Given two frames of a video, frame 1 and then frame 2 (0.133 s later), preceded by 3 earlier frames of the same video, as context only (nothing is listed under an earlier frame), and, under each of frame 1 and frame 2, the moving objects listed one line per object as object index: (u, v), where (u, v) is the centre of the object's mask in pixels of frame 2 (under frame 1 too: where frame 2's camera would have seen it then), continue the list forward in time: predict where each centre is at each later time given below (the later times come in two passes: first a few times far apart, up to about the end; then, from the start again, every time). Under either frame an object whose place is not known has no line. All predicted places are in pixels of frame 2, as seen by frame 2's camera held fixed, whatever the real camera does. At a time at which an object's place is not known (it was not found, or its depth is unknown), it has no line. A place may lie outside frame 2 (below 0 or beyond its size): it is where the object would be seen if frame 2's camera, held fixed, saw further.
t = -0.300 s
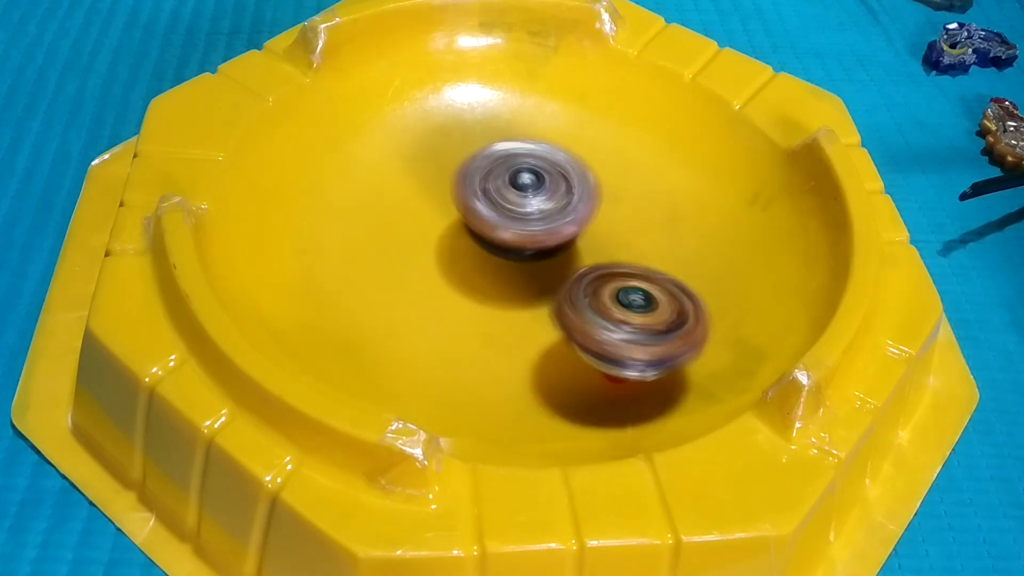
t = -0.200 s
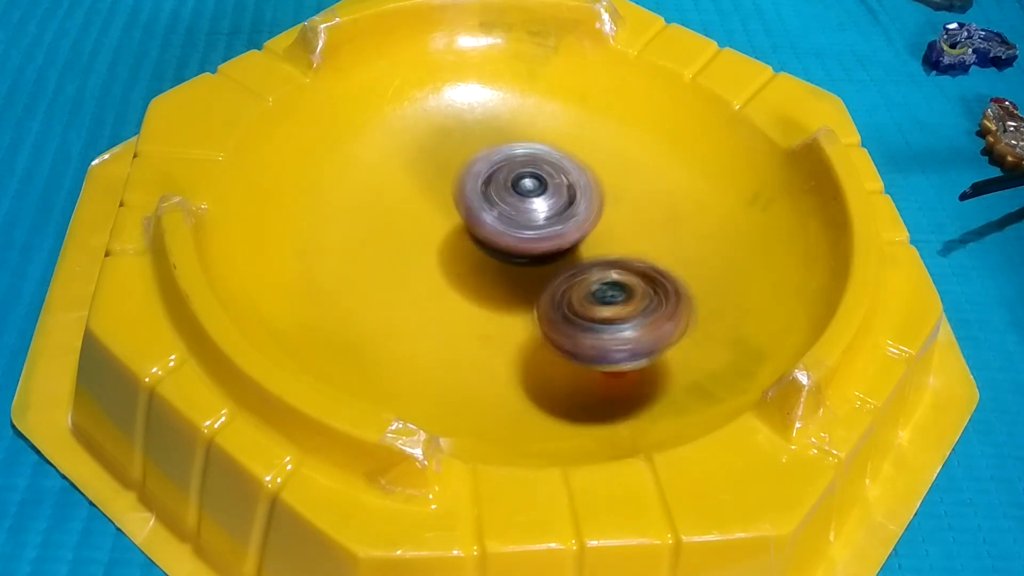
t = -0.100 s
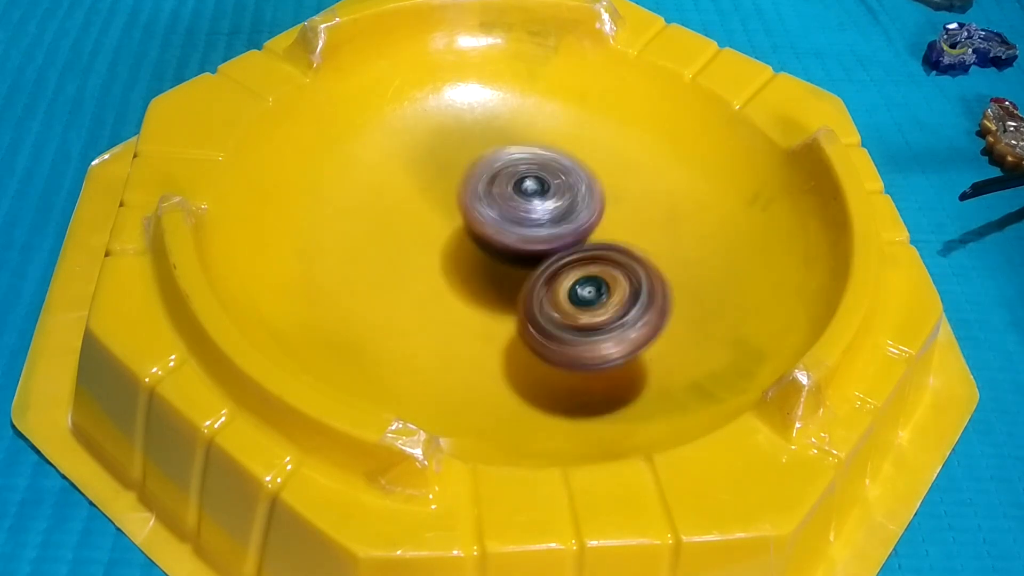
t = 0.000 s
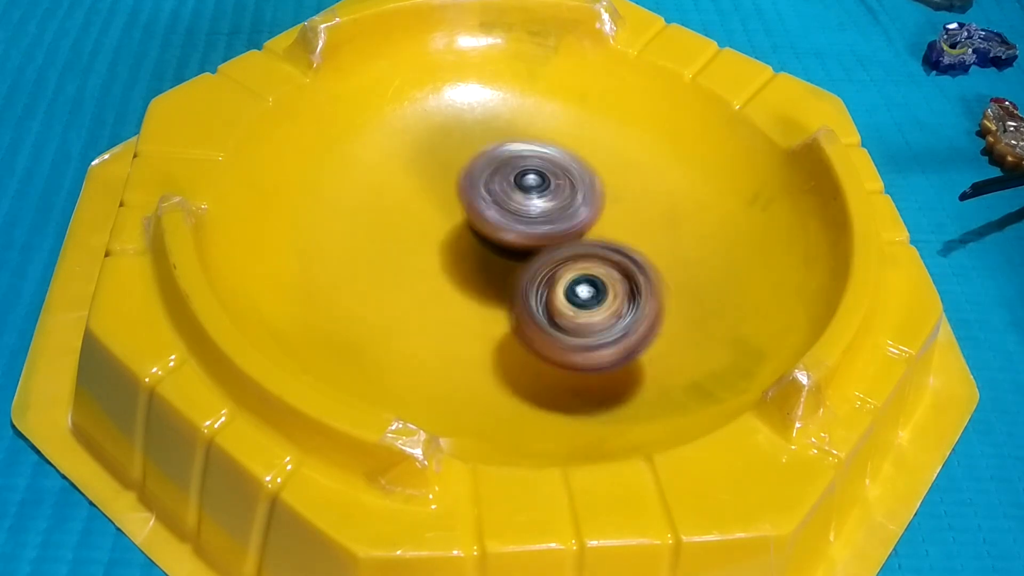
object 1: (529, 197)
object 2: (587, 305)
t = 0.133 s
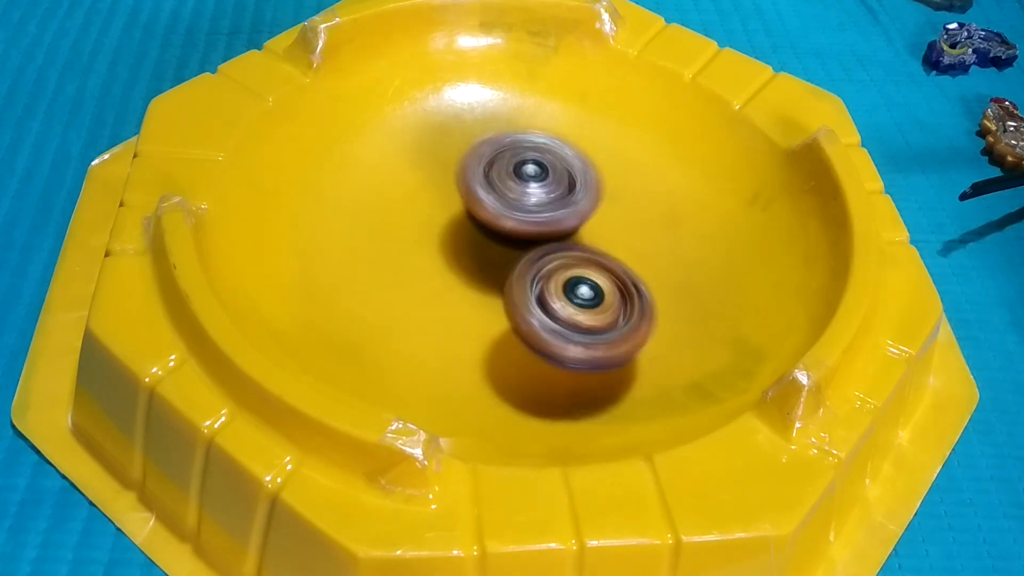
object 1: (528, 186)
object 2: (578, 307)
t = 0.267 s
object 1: (534, 185)
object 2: (571, 298)
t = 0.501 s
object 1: (540, 179)
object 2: (569, 290)
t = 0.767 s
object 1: (551, 154)
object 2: (568, 319)
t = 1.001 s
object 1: (559, 169)
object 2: (571, 277)
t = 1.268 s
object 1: (565, 168)
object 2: (537, 293)
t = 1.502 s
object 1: (565, 179)
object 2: (542, 303)
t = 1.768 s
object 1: (558, 172)
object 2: (551, 283)
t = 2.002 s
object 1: (557, 171)
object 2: (545, 283)
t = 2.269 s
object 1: (567, 172)
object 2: (575, 310)
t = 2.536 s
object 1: (548, 167)
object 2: (598, 293)
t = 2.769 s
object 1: (543, 162)
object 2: (577, 278)
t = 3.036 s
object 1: (537, 168)
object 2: (561, 272)
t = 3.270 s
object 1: (519, 163)
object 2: (592, 278)
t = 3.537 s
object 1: (512, 165)
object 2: (595, 256)
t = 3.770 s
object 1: (515, 172)
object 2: (585, 290)
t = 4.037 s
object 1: (503, 184)
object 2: (594, 272)
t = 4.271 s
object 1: (508, 168)
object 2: (640, 293)
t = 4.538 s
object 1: (530, 190)
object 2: (628, 264)
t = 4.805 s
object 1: (533, 189)
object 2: (599, 309)
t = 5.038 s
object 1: (530, 193)
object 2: (611, 299)
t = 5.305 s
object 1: (512, 193)
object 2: (621, 289)
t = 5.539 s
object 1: (515, 188)
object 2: (598, 288)
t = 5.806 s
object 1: (541, 186)
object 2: (567, 296)
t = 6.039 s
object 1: (569, 194)
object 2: (609, 304)
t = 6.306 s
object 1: (557, 184)
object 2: (629, 279)
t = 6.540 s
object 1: (552, 181)
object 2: (631, 253)
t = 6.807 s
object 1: (547, 180)
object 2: (629, 253)
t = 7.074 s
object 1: (548, 180)
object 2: (629, 253)
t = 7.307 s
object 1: (548, 180)
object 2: (629, 253)
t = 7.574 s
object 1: (548, 180)
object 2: (629, 253)
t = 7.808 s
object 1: (548, 180)
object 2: (629, 253)
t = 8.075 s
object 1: (548, 180)
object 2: (629, 253)
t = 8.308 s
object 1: (548, 180)
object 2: (629, 253)
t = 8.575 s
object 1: (548, 180)
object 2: (629, 253)
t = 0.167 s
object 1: (528, 186)
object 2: (579, 307)
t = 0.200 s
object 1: (530, 185)
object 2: (579, 306)
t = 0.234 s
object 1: (532, 185)
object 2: (577, 304)
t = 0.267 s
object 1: (534, 185)
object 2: (571, 298)
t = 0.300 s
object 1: (535, 185)
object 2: (569, 297)
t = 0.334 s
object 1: (537, 185)
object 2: (567, 294)
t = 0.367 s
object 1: (537, 183)
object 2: (569, 296)
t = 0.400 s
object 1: (536, 181)
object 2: (571, 296)
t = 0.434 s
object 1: (538, 180)
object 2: (574, 294)
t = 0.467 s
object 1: (539, 179)
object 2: (572, 291)
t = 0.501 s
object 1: (540, 179)
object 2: (569, 290)
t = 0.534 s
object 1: (542, 177)
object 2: (564, 288)
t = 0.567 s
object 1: (545, 171)
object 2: (567, 298)
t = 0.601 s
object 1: (545, 165)
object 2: (567, 301)
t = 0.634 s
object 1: (545, 160)
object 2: (569, 310)
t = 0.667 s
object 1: (547, 155)
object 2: (567, 315)
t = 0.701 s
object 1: (548, 154)
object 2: (568, 318)
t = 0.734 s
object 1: (549, 153)
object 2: (567, 319)
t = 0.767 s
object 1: (551, 154)
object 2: (568, 319)
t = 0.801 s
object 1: (554, 155)
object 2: (568, 313)
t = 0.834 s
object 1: (555, 156)
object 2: (568, 310)
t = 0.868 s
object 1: (557, 159)
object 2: (570, 303)
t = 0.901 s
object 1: (558, 162)
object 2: (573, 297)
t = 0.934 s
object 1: (559, 164)
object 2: (574, 293)
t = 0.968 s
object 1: (559, 168)
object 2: (574, 281)
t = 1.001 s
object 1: (559, 169)
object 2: (571, 277)
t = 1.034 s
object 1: (558, 169)
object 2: (569, 277)
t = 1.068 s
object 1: (559, 167)
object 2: (564, 278)
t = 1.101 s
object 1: (559, 166)
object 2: (562, 278)
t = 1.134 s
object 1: (559, 166)
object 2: (560, 276)
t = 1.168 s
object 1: (559, 166)
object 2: (557, 275)
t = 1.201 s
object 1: (561, 167)
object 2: (552, 281)
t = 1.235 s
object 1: (563, 167)
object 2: (549, 284)
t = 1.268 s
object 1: (565, 168)
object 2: (537, 293)
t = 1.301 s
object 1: (566, 169)
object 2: (534, 299)
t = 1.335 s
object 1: (567, 170)
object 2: (533, 302)
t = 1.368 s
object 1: (567, 172)
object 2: (533, 307)
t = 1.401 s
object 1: (567, 173)
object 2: (534, 308)
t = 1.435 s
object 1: (567, 174)
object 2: (535, 308)
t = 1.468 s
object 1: (566, 176)
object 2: (538, 307)
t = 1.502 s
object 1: (565, 179)
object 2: (542, 303)
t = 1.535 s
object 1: (564, 181)
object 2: (544, 301)
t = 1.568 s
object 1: (561, 183)
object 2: (548, 294)
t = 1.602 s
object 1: (558, 184)
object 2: (554, 288)
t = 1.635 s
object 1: (558, 183)
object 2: (555, 287)
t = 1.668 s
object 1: (556, 179)
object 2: (555, 286)
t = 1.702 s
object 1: (558, 174)
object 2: (555, 285)
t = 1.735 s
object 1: (560, 174)
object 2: (555, 283)
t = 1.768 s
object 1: (558, 172)
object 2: (551, 283)
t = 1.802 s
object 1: (556, 172)
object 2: (548, 284)
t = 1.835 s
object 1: (553, 171)
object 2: (546, 282)
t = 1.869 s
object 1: (555, 170)
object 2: (543, 281)
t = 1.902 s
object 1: (555, 171)
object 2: (543, 281)
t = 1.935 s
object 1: (555, 170)
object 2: (544, 281)
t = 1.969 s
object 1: (556, 171)
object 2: (545, 279)
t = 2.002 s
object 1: (557, 171)
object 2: (545, 283)
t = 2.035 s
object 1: (562, 167)
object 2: (542, 294)
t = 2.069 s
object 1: (563, 164)
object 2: (544, 302)
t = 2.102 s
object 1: (566, 162)
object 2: (546, 308)
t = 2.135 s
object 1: (569, 163)
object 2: (551, 313)
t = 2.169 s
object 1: (569, 165)
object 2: (557, 315)
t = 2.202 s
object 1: (570, 167)
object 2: (564, 316)
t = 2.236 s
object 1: (569, 172)
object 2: (568, 314)
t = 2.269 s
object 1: (567, 172)
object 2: (575, 310)
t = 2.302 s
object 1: (568, 175)
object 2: (578, 306)
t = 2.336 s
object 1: (566, 178)
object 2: (582, 298)
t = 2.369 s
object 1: (564, 180)
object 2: (585, 291)
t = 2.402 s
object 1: (560, 180)
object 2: (588, 282)
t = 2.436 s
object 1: (556, 179)
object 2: (588, 282)
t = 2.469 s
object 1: (554, 174)
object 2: (592, 288)
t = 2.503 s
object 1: (548, 170)
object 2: (595, 292)
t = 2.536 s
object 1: (548, 167)
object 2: (598, 293)
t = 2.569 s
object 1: (547, 165)
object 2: (602, 292)
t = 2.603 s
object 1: (547, 164)
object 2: (603, 290)
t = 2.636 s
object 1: (546, 165)
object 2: (601, 288)
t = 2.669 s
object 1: (544, 164)
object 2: (595, 285)
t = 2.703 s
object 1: (544, 161)
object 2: (588, 282)
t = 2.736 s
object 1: (543, 161)
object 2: (582, 278)
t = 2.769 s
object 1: (543, 162)
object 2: (577, 278)
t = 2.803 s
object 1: (544, 161)
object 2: (573, 276)
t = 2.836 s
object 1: (544, 163)
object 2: (570, 274)
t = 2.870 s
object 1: (543, 163)
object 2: (566, 272)
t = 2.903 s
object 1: (543, 165)
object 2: (563, 273)
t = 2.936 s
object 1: (541, 165)
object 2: (561, 274)
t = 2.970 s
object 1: (540, 165)
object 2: (562, 275)
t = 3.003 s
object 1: (540, 167)
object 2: (561, 273)
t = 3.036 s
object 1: (537, 168)
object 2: (561, 272)
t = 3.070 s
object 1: (536, 168)
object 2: (561, 272)
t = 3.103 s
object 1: (533, 169)
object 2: (561, 270)
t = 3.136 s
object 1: (528, 167)
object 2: (565, 272)
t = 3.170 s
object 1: (524, 167)
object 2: (571, 276)
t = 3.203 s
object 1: (520, 166)
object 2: (580, 279)
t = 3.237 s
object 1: (519, 163)
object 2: (587, 280)
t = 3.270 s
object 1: (519, 163)
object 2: (592, 278)
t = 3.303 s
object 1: (517, 163)
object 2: (599, 274)
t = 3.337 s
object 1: (519, 163)
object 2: (602, 272)
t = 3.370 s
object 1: (518, 164)
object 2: (601, 268)
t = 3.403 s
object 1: (516, 164)
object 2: (603, 264)
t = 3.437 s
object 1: (517, 167)
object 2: (602, 259)
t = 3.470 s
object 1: (514, 166)
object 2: (599, 258)
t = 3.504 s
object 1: (512, 164)
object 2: (598, 257)
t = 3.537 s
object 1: (512, 165)
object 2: (595, 256)
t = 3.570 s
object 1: (511, 165)
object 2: (593, 257)
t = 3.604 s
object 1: (515, 162)
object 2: (595, 265)
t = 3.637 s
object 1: (518, 164)
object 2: (593, 272)
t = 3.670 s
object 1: (519, 166)
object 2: (587, 278)
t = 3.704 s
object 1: (522, 166)
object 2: (585, 282)
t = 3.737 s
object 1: (519, 169)
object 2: (584, 288)
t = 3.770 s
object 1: (515, 172)
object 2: (585, 290)
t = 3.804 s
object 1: (514, 174)
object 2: (587, 290)
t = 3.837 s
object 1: (515, 176)
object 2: (589, 290)
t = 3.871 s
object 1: (513, 179)
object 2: (591, 287)
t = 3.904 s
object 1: (513, 181)
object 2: (591, 283)
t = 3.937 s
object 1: (511, 183)
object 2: (592, 279)
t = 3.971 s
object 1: (508, 185)
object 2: (589, 276)
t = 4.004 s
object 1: (507, 185)
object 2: (587, 273)
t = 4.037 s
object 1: (503, 184)
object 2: (594, 272)
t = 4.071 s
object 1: (501, 181)
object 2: (598, 270)
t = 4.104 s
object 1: (504, 181)
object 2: (598, 268)
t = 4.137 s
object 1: (506, 182)
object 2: (597, 267)
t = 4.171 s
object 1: (504, 177)
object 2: (612, 278)
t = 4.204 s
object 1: (506, 174)
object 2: (624, 290)
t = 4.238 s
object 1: (506, 171)
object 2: (633, 292)
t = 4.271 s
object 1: (508, 168)
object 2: (640, 293)
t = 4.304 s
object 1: (514, 167)
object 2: (645, 291)
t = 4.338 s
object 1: (518, 170)
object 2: (649, 287)
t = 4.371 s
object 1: (519, 169)
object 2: (648, 282)
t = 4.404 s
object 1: (527, 170)
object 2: (647, 278)
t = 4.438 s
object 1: (530, 177)
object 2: (645, 274)
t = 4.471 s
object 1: (531, 182)
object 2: (641, 269)
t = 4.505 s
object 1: (532, 186)
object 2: (633, 263)
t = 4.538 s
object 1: (530, 190)
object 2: (628, 264)
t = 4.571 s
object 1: (527, 192)
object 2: (626, 271)
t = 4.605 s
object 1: (525, 188)
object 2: (619, 283)
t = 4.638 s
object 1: (524, 188)
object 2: (614, 292)
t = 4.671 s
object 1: (523, 187)
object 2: (608, 298)
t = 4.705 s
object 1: (524, 188)
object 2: (604, 303)
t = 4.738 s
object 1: (528, 184)
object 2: (601, 307)
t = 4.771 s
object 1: (532, 188)
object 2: (599, 309)
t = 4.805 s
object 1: (533, 189)
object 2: (599, 309)
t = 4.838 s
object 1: (534, 192)
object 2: (598, 307)
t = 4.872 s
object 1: (534, 192)
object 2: (597, 302)
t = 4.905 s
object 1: (533, 196)
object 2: (595, 297)
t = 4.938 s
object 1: (530, 197)
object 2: (593, 292)
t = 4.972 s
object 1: (527, 195)
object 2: (599, 295)
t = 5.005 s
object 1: (527, 193)
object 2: (605, 298)
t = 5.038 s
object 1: (530, 193)
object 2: (611, 299)
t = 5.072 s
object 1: (530, 196)
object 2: (617, 296)
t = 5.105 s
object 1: (529, 199)
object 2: (619, 294)
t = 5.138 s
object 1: (528, 199)
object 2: (617, 290)
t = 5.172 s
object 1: (528, 200)
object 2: (612, 285)
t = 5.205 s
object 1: (526, 203)
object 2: (606, 279)
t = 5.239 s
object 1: (524, 202)
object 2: (607, 279)
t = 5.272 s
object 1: (518, 197)
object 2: (614, 285)
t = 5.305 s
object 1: (512, 193)
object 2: (621, 289)
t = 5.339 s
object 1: (507, 190)
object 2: (629, 292)
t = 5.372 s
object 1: (505, 188)
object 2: (630, 292)
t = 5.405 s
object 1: (504, 187)
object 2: (625, 291)
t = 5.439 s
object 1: (506, 187)
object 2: (618, 289)
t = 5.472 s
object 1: (508, 187)
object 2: (607, 288)
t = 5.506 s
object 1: (512, 187)
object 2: (601, 288)
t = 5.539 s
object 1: (515, 188)
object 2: (598, 288)
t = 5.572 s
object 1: (515, 187)
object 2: (594, 286)
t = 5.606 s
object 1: (517, 188)
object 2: (588, 283)
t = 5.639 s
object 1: (517, 187)
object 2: (580, 278)
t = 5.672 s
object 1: (517, 187)
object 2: (574, 279)
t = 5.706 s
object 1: (521, 184)
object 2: (569, 286)
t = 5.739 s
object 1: (526, 183)
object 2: (569, 290)
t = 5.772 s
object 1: (534, 184)
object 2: (569, 293)
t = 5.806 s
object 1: (541, 186)
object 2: (567, 296)
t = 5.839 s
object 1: (548, 189)
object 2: (570, 302)
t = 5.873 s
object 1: (555, 192)
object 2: (576, 307)
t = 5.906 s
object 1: (560, 194)
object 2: (582, 309)
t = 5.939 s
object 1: (565, 196)
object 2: (589, 310)
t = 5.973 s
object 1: (569, 198)
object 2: (593, 308)
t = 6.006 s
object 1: (570, 196)
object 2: (602, 306)
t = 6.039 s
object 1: (569, 194)
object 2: (609, 304)
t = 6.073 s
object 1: (570, 194)
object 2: (614, 296)
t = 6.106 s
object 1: (568, 193)
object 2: (620, 296)
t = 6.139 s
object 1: (568, 190)
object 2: (629, 297)
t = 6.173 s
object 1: (566, 188)
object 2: (631, 296)
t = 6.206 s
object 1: (565, 187)
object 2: (630, 293)
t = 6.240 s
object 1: (563, 187)
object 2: (630, 288)
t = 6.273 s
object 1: (560, 185)
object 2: (628, 282)
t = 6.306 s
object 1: (557, 184)
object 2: (629, 279)
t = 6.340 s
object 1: (553, 182)
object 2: (627, 275)
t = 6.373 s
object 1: (549, 181)
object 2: (625, 272)
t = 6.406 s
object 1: (548, 179)
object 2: (623, 267)
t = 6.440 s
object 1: (548, 179)
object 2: (623, 263)
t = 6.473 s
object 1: (549, 180)
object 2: (625, 258)
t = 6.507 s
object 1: (550, 180)
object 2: (629, 255)
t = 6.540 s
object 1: (552, 181)
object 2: (631, 253)
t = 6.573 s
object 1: (552, 181)
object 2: (633, 252)
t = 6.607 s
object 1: (551, 181)
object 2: (633, 252)
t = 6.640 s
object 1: (550, 181)
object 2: (633, 252)
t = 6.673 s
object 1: (549, 180)
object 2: (632, 252)
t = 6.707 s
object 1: (547, 180)
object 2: (630, 252)
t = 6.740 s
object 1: (546, 179)
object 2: (629, 253)
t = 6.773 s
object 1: (546, 179)
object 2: (629, 253)
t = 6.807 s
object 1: (547, 180)
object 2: (629, 253)
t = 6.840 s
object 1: (548, 180)
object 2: (629, 253)
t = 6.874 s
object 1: (548, 180)
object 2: (629, 253)
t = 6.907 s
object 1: (547, 180)
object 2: (629, 253)
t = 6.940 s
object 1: (547, 180)
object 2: (629, 253)
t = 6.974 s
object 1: (547, 180)
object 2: (629, 253)
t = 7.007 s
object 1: (548, 180)
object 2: (629, 253)
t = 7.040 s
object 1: (548, 180)
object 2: (629, 253)
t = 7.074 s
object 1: (548, 180)
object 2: (629, 253)
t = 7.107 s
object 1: (548, 180)
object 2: (629, 253)
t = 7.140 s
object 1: (548, 180)
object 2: (629, 253)
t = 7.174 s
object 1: (548, 180)
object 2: (629, 253)
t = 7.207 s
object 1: (548, 180)
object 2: (629, 253)
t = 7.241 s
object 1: (548, 180)
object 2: (629, 253)
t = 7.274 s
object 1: (548, 180)
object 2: (629, 253)
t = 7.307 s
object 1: (548, 180)
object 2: (629, 253)
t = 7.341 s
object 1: (548, 180)
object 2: (629, 253)
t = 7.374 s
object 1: (548, 180)
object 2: (629, 253)
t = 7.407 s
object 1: (548, 180)
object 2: (629, 253)
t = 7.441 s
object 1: (548, 180)
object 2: (629, 253)
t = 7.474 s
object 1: (548, 180)
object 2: (629, 253)
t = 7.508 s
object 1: (548, 180)
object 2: (629, 253)
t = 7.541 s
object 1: (548, 180)
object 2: (629, 253)
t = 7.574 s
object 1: (548, 180)
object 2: (629, 253)
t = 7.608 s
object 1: (548, 180)
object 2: (629, 253)
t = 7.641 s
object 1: (548, 180)
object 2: (629, 253)
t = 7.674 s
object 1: (548, 180)
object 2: (629, 253)
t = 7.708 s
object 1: (548, 180)
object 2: (629, 253)
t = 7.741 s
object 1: (548, 180)
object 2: (629, 253)
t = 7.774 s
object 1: (548, 180)
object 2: (629, 253)
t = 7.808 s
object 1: (548, 180)
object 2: (629, 253)
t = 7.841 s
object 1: (548, 180)
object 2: (629, 253)
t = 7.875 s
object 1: (548, 180)
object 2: (629, 253)
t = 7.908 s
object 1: (548, 180)
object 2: (629, 253)
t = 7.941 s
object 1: (548, 180)
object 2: (629, 253)
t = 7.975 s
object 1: (548, 180)
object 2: (629, 253)
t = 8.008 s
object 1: (548, 180)
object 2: (629, 253)
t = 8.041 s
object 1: (548, 180)
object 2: (629, 253)
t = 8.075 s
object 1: (548, 180)
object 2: (629, 253)
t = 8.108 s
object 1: (548, 180)
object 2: (629, 253)
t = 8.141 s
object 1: (548, 180)
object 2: (629, 253)
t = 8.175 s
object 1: (548, 180)
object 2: (629, 253)
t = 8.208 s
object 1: (548, 180)
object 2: (629, 253)
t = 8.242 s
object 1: (548, 180)
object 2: (629, 253)
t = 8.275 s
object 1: (548, 180)
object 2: (629, 253)
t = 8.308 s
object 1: (548, 180)
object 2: (629, 253)
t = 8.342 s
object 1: (548, 180)
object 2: (629, 253)
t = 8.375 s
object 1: (548, 180)
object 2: (629, 253)
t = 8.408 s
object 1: (548, 180)
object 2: (629, 253)
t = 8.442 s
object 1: (548, 180)
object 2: (629, 253)
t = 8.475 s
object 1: (548, 180)
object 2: (629, 253)
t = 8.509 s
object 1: (548, 180)
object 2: (629, 253)
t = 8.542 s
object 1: (548, 180)
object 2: (629, 253)
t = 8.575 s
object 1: (548, 180)
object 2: (629, 253)
